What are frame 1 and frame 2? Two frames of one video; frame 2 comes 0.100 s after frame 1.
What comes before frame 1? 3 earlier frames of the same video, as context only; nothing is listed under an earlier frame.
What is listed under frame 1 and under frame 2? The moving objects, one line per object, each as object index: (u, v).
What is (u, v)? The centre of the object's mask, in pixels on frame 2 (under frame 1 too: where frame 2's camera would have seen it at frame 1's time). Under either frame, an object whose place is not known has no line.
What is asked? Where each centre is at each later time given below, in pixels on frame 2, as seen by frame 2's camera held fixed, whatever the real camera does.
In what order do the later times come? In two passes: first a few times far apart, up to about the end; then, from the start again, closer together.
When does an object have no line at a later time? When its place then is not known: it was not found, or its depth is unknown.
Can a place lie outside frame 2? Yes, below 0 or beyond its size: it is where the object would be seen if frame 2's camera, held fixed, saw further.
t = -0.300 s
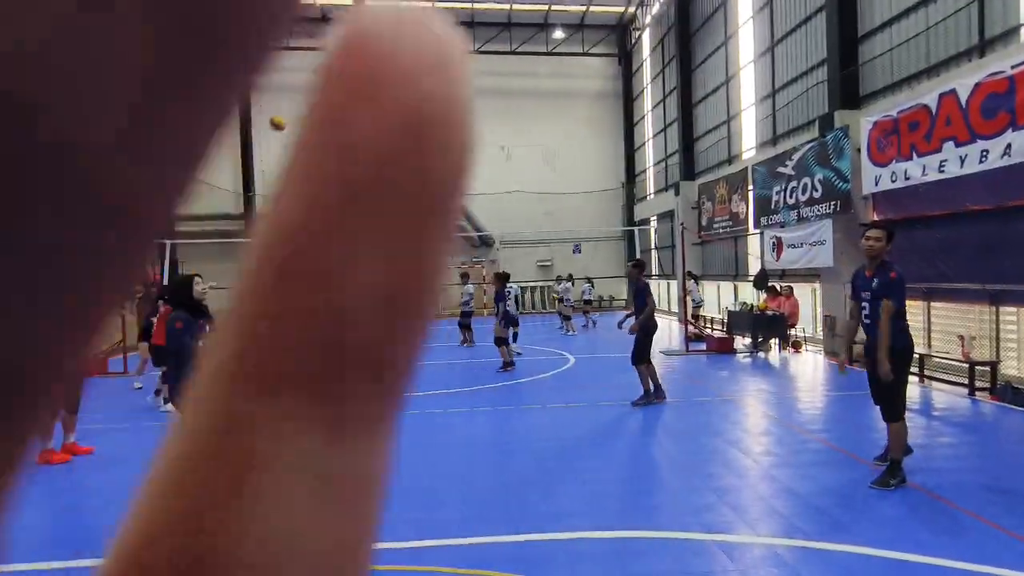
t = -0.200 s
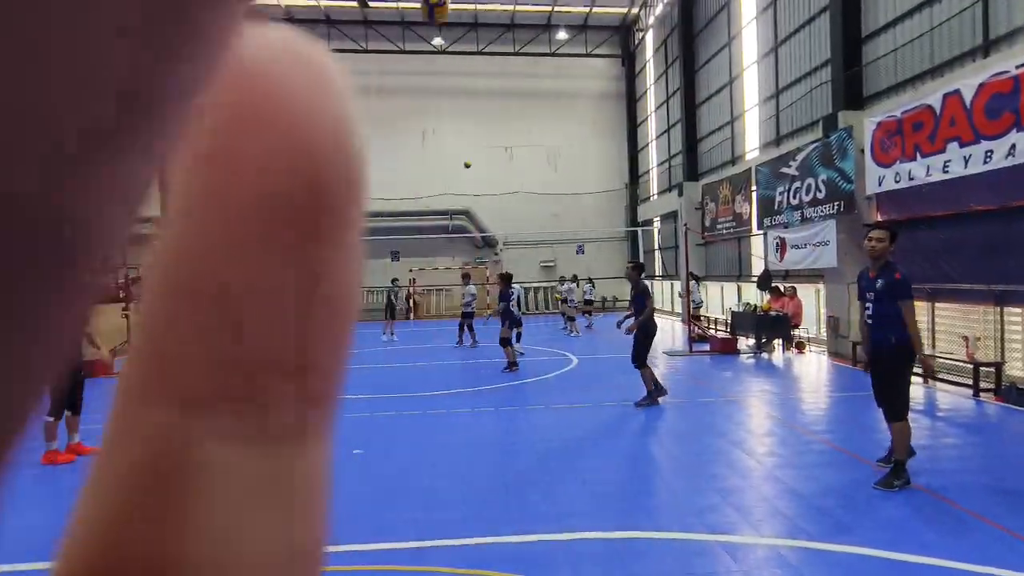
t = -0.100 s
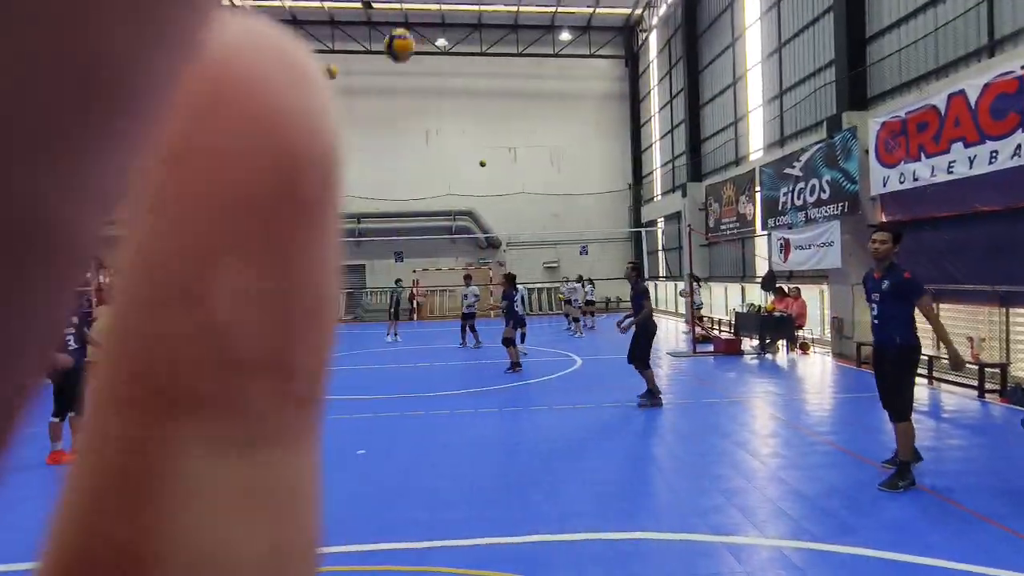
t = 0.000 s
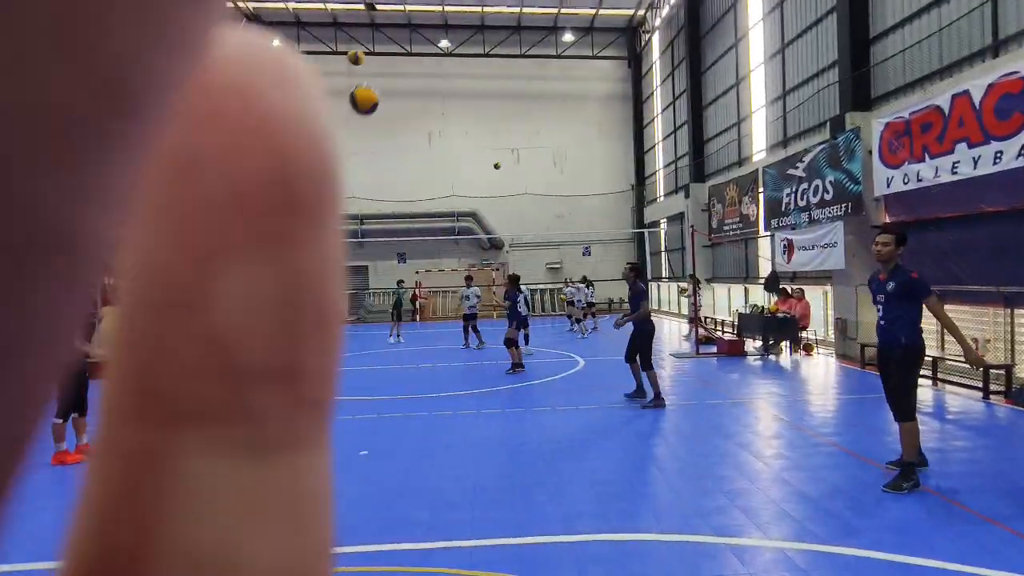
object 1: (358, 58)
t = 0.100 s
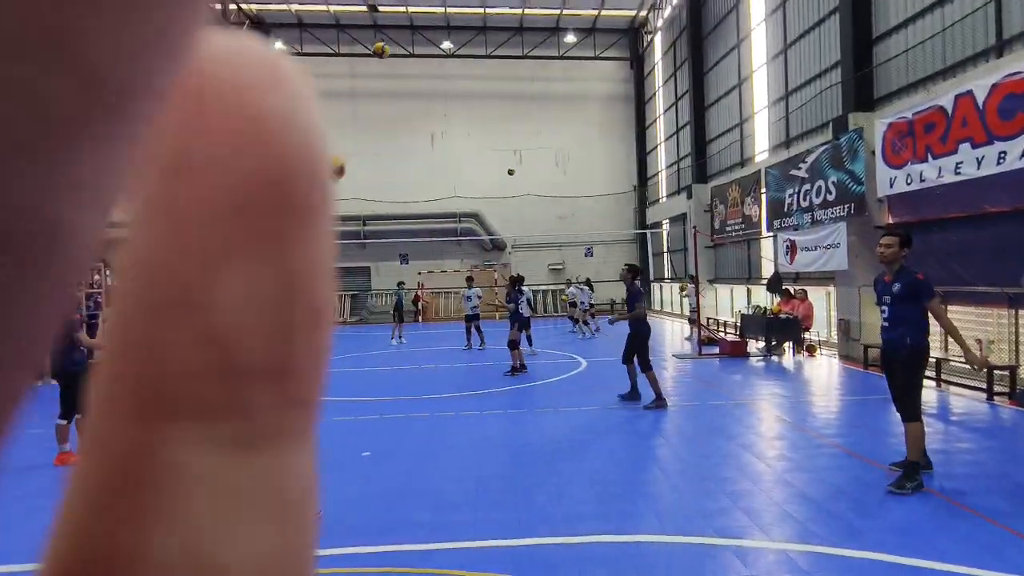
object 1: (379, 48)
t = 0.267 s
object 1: (418, 50)
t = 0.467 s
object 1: (465, 79)
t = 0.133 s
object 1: (387, 47)
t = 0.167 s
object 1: (394, 46)
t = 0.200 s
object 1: (402, 46)
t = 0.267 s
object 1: (418, 50)
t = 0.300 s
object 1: (426, 52)
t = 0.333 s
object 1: (434, 57)
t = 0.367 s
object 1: (442, 63)
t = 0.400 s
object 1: (450, 67)
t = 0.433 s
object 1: (457, 74)
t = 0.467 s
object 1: (465, 79)
